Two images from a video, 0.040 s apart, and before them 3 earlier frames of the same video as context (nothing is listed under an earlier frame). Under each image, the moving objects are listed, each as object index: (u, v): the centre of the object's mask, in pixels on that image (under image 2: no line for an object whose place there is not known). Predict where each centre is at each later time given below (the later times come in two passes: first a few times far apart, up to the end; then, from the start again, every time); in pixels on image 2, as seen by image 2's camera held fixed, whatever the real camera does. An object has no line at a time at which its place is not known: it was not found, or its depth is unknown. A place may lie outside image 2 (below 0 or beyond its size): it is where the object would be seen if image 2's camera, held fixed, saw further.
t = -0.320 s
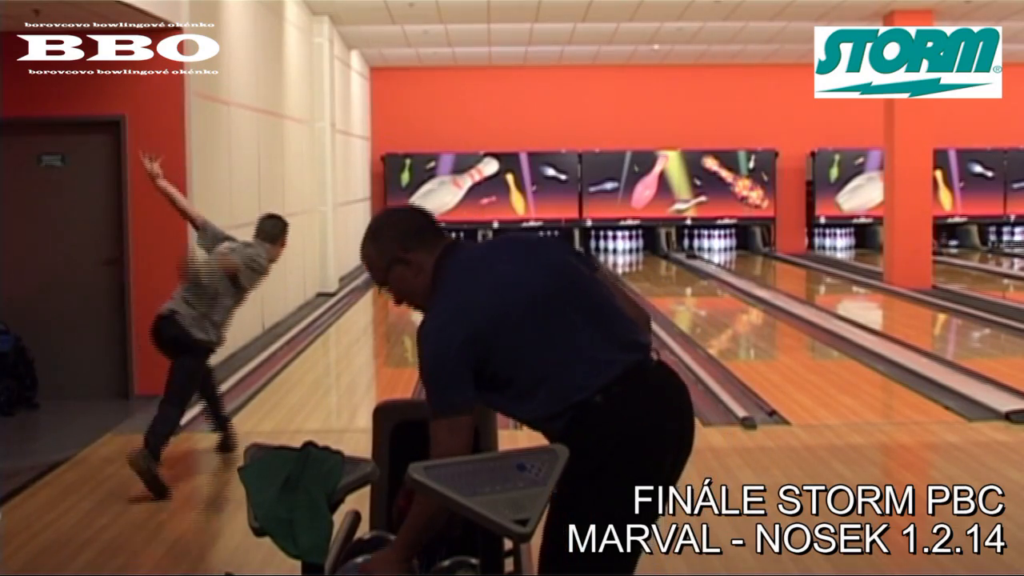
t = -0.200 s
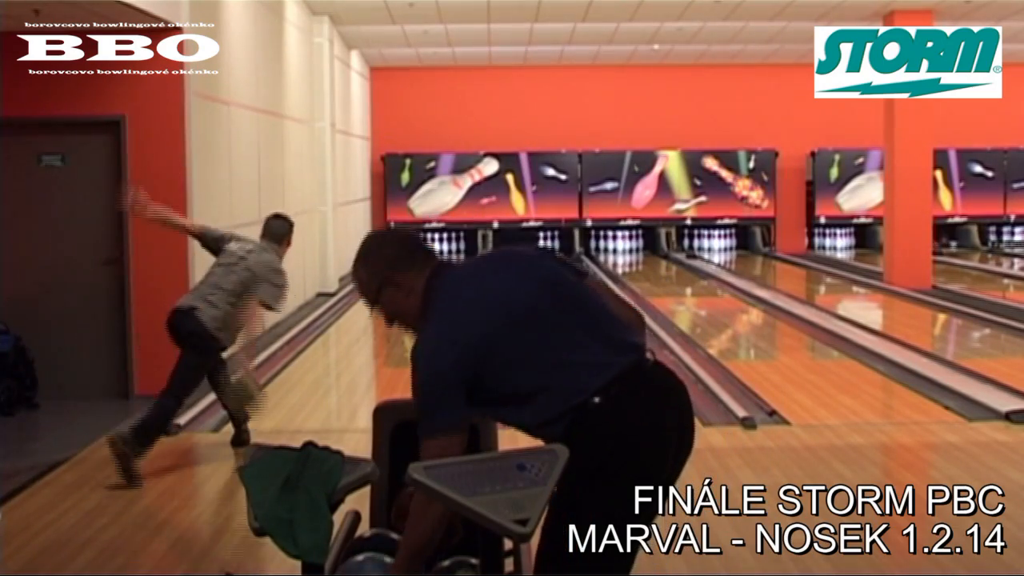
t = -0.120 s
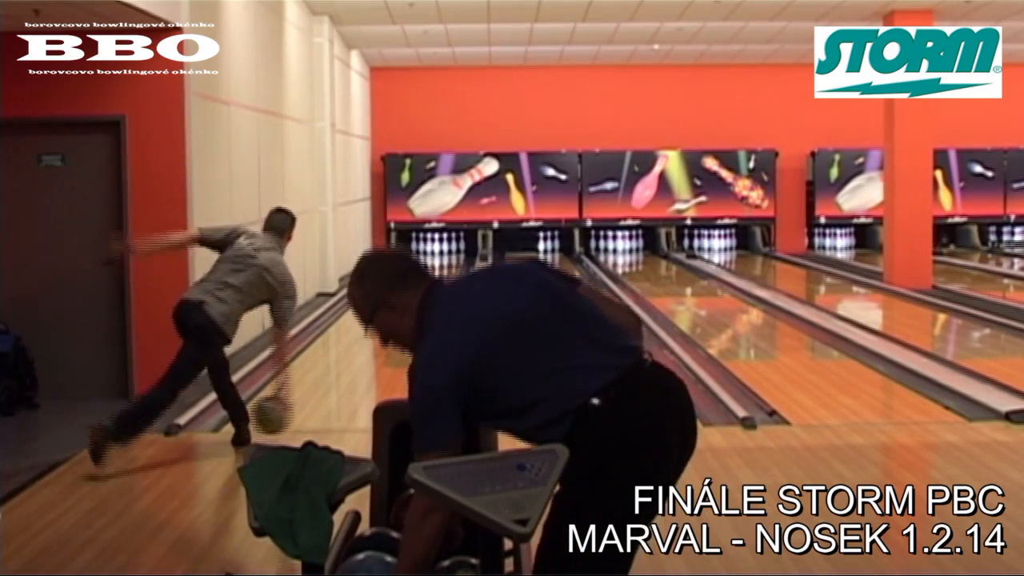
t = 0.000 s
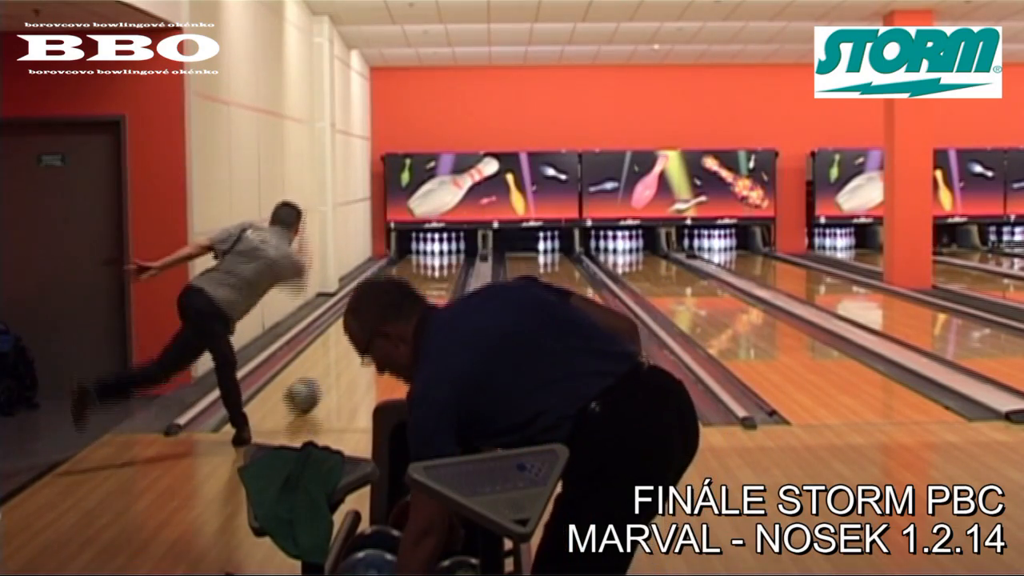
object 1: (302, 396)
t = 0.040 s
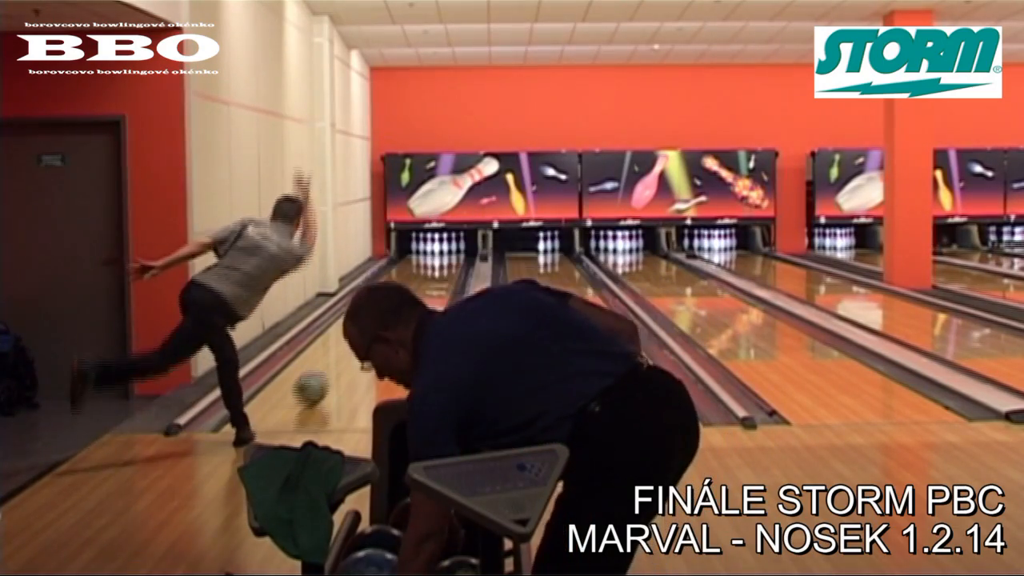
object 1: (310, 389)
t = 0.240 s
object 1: (346, 356)
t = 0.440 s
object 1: (371, 333)
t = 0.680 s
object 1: (394, 311)
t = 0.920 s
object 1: (411, 295)
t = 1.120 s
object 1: (421, 284)
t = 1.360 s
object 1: (430, 273)
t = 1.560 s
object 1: (436, 266)
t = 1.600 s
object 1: (437, 265)
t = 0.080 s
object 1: (318, 382)
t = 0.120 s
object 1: (326, 375)
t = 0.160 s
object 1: (333, 368)
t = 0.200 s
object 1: (340, 362)
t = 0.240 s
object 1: (346, 356)
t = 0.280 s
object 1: (351, 351)
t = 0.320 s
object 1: (357, 346)
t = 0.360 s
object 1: (362, 341)
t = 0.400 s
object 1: (367, 337)
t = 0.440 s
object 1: (371, 333)
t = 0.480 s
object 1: (376, 328)
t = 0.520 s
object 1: (380, 325)
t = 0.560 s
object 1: (383, 322)
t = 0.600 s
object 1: (387, 319)
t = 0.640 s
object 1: (391, 314)
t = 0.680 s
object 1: (394, 311)
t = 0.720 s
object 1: (396, 309)
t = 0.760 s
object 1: (400, 306)
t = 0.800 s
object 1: (402, 301)
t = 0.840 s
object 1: (405, 300)
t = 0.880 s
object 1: (408, 297)
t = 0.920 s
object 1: (411, 295)
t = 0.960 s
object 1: (413, 292)
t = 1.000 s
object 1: (415, 289)
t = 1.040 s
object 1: (416, 288)
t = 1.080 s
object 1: (418, 286)
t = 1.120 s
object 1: (421, 284)
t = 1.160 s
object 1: (423, 281)
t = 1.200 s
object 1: (425, 280)
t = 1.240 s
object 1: (426, 278)
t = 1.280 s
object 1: (428, 277)
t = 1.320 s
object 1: (429, 275)
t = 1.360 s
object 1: (430, 273)
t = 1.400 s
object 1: (432, 272)
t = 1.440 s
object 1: (433, 272)
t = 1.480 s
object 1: (435, 270)
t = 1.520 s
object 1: (435, 268)
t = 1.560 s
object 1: (436, 266)
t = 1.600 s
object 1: (437, 265)
